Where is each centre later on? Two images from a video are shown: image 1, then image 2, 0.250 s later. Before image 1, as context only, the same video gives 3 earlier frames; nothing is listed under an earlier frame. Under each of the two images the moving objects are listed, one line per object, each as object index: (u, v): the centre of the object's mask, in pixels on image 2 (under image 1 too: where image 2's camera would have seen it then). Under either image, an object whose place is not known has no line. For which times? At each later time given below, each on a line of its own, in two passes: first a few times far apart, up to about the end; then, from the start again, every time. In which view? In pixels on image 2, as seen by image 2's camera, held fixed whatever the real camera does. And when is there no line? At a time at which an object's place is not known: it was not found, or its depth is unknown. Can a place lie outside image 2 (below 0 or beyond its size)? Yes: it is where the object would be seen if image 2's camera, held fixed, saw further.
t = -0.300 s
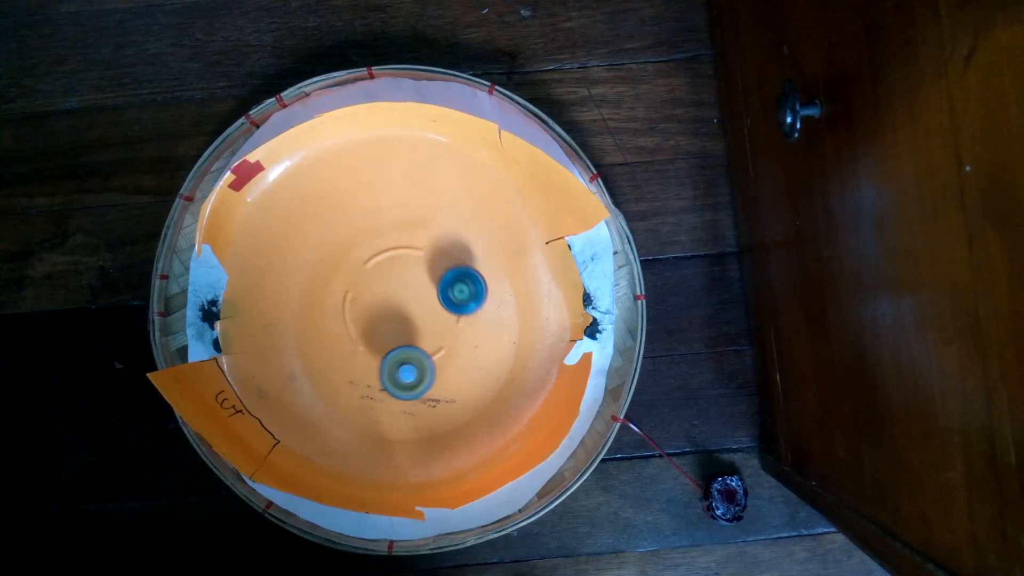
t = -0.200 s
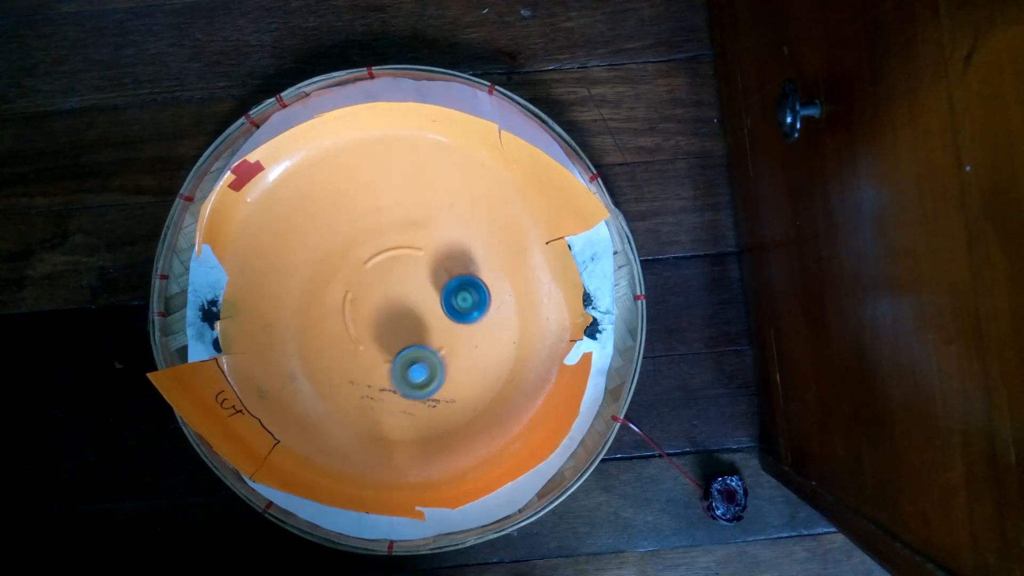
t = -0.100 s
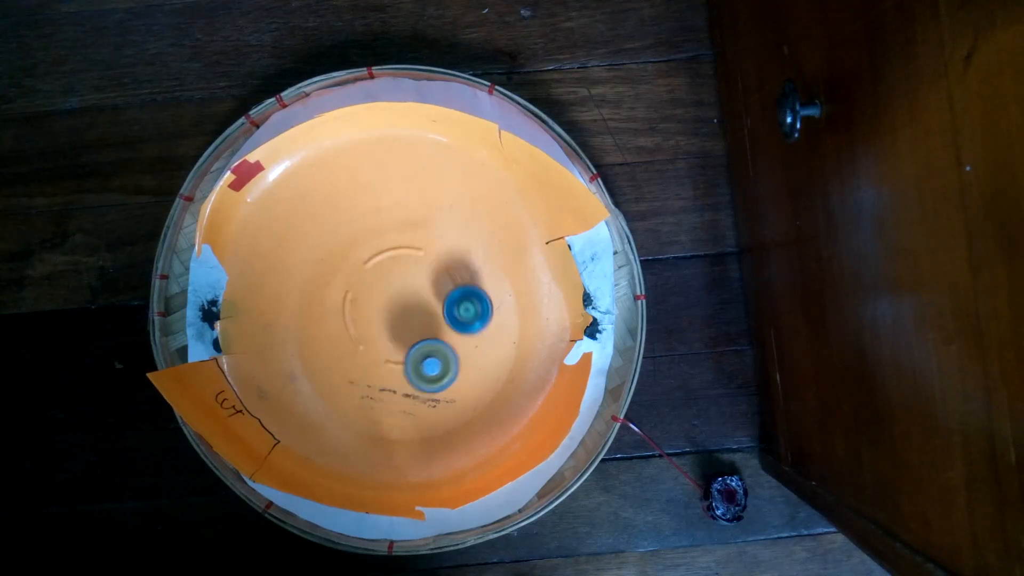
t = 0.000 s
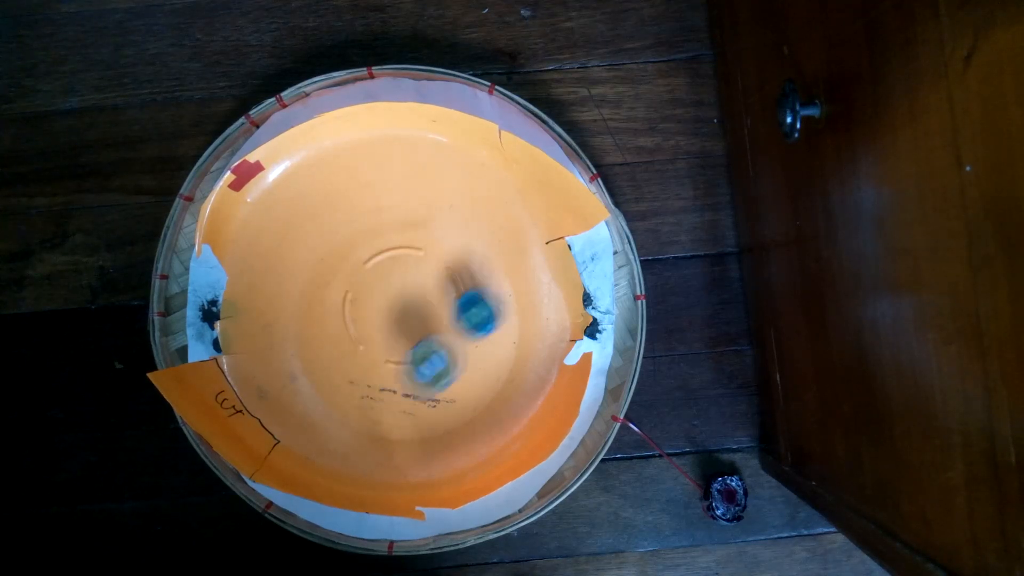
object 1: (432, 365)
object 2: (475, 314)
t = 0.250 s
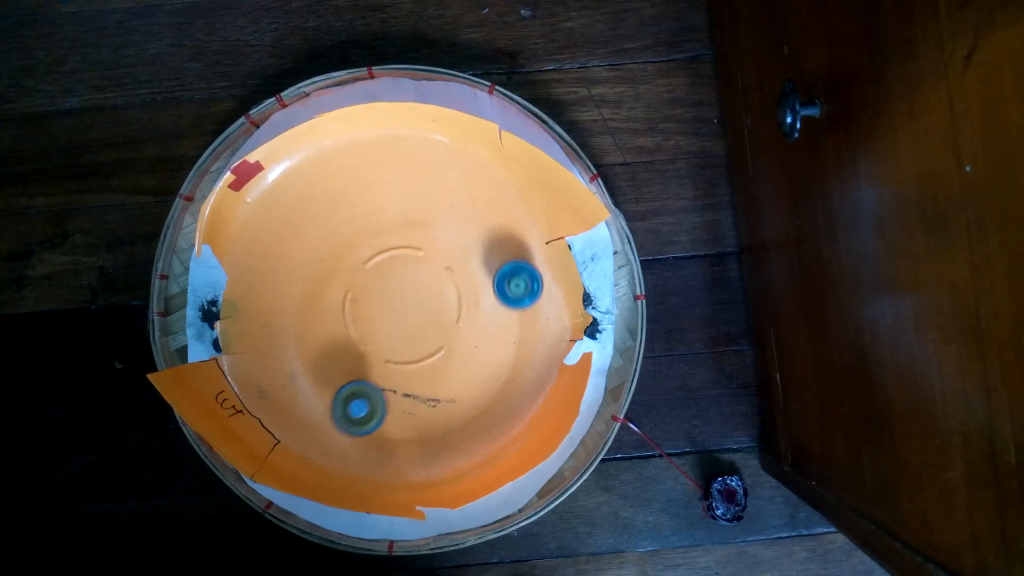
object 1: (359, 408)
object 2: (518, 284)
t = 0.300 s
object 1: (351, 413)
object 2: (518, 278)
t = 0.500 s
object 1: (339, 417)
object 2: (507, 254)
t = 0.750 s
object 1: (333, 376)
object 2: (475, 252)
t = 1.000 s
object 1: (321, 322)
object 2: (447, 263)
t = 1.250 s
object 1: (330, 263)
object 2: (414, 270)
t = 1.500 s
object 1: (353, 216)
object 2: (387, 277)
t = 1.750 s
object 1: (373, 205)
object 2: (376, 262)
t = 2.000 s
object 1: (414, 221)
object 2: (372, 264)
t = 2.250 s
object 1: (466, 249)
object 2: (385, 258)
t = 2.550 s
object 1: (510, 290)
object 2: (411, 255)
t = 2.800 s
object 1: (514, 328)
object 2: (438, 257)
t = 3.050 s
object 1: (506, 366)
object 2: (460, 264)
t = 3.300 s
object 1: (486, 392)
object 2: (466, 274)
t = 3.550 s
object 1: (460, 402)
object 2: (469, 294)
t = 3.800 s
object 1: (434, 390)
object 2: (467, 300)
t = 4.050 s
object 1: (416, 359)
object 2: (463, 291)
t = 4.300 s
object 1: (401, 314)
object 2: (458, 275)
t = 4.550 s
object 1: (396, 270)
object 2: (450, 253)
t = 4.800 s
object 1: (382, 234)
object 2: (459, 238)
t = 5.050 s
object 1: (366, 198)
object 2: (463, 223)
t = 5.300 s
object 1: (349, 203)
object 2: (452, 214)
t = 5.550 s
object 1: (361, 240)
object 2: (438, 227)
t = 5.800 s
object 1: (374, 247)
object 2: (431, 241)
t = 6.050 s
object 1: (340, 245)
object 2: (440, 255)
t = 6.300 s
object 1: (295, 256)
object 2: (449, 264)
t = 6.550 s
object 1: (266, 279)
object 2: (458, 265)
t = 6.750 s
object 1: (274, 300)
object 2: (452, 253)
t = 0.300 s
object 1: (351, 413)
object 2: (518, 278)
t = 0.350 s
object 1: (344, 416)
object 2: (516, 273)
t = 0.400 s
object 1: (337, 418)
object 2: (514, 266)
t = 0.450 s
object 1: (336, 418)
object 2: (511, 260)
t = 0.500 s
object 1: (339, 417)
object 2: (507, 254)
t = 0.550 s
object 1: (342, 413)
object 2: (501, 249)
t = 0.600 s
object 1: (340, 406)
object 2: (494, 247)
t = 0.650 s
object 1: (337, 397)
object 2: (487, 247)
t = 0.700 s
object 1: (334, 387)
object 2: (480, 248)
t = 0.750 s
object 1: (333, 376)
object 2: (475, 252)
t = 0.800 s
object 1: (331, 365)
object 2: (471, 256)
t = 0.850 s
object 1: (329, 354)
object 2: (467, 260)
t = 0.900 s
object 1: (326, 343)
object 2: (462, 263)
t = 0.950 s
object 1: (324, 332)
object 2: (455, 263)
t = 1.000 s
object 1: (321, 322)
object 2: (447, 263)
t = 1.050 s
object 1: (320, 310)
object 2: (440, 264)
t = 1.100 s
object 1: (322, 298)
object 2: (434, 265)
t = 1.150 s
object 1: (323, 287)
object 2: (427, 266)
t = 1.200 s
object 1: (326, 275)
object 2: (420, 268)
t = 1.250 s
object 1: (330, 263)
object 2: (414, 270)
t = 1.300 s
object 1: (335, 251)
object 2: (407, 272)
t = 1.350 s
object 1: (340, 241)
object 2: (401, 274)
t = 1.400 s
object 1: (345, 231)
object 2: (396, 275)
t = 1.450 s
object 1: (349, 223)
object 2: (392, 276)
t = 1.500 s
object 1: (353, 216)
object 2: (387, 277)
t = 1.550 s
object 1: (357, 210)
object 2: (384, 277)
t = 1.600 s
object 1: (361, 206)
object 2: (381, 275)
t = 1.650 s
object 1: (365, 204)
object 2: (379, 272)
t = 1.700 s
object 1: (369, 203)
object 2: (377, 268)
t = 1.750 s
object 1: (373, 205)
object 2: (376, 262)
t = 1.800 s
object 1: (378, 209)
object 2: (376, 260)
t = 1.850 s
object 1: (386, 212)
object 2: (372, 265)
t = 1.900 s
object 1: (394, 215)
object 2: (370, 265)
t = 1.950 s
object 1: (403, 219)
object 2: (370, 266)
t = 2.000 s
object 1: (414, 221)
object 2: (372, 264)
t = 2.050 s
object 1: (425, 224)
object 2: (375, 261)
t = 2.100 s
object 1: (436, 228)
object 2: (377, 261)
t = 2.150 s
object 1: (447, 235)
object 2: (377, 261)
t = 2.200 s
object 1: (456, 242)
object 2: (381, 259)
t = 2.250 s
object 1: (466, 249)
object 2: (385, 258)
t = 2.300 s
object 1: (475, 255)
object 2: (390, 257)
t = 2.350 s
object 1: (484, 262)
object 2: (395, 255)
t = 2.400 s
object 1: (491, 269)
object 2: (398, 255)
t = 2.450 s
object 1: (499, 276)
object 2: (401, 256)
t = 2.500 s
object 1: (505, 283)
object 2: (406, 255)
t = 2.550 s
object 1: (510, 290)
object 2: (411, 255)
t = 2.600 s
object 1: (512, 297)
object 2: (414, 258)
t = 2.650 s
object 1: (512, 303)
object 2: (420, 258)
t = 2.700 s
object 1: (513, 311)
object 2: (426, 257)
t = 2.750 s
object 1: (514, 319)
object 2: (433, 257)
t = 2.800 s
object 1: (514, 328)
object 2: (438, 257)
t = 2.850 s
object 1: (513, 336)
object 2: (443, 258)
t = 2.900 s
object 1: (512, 345)
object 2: (448, 259)
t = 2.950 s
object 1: (510, 352)
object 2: (452, 261)
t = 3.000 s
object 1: (508, 359)
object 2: (456, 263)
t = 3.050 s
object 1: (506, 366)
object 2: (460, 264)
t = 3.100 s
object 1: (502, 373)
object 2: (463, 266)
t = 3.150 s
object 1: (499, 378)
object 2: (464, 267)
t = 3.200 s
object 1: (495, 384)
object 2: (466, 269)
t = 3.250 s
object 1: (490, 388)
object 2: (466, 272)
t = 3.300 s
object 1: (486, 392)
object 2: (466, 274)
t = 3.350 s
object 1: (482, 395)
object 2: (466, 278)
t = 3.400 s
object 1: (477, 397)
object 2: (467, 282)
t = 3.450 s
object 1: (471, 400)
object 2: (467, 286)
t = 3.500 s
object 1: (466, 402)
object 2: (468, 290)
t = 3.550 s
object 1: (460, 402)
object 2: (469, 294)
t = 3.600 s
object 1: (455, 402)
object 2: (469, 296)
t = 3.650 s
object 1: (449, 400)
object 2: (469, 299)
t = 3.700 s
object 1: (444, 398)
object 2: (469, 300)
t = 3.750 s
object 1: (438, 395)
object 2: (468, 301)
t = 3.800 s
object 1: (434, 390)
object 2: (467, 300)
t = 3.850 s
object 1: (430, 385)
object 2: (464, 297)
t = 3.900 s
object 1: (426, 376)
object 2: (462, 294)
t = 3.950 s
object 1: (423, 368)
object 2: (463, 293)
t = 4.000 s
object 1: (420, 365)
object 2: (463, 292)
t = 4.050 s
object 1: (416, 359)
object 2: (463, 291)
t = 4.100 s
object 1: (413, 349)
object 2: (463, 290)
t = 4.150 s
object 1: (409, 339)
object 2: (461, 286)
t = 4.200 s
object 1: (407, 331)
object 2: (461, 282)
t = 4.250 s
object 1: (404, 323)
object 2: (459, 278)
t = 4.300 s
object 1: (401, 314)
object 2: (458, 275)
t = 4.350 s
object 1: (398, 306)
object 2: (457, 271)
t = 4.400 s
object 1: (397, 297)
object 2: (455, 267)
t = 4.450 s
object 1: (397, 288)
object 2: (453, 261)
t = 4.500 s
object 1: (398, 279)
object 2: (451, 257)
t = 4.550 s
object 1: (396, 270)
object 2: (450, 253)
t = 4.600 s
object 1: (391, 261)
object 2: (450, 250)
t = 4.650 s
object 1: (389, 252)
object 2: (451, 247)
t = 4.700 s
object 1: (386, 248)
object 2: (453, 244)
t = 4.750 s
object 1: (384, 241)
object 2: (456, 242)
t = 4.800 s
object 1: (382, 234)
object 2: (459, 238)
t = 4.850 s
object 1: (380, 224)
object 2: (461, 235)
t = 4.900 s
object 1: (379, 216)
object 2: (463, 231)
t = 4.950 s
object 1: (375, 209)
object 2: (463, 228)
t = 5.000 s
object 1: (371, 203)
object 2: (463, 225)
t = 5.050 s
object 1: (366, 198)
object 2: (463, 223)
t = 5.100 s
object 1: (362, 196)
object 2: (463, 220)
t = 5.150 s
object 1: (358, 195)
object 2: (461, 218)
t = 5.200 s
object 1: (355, 196)
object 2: (459, 217)
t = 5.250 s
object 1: (352, 198)
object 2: (456, 216)
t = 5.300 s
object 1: (349, 203)
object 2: (452, 214)
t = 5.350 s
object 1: (349, 210)
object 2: (448, 216)
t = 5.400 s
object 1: (349, 217)
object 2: (445, 219)
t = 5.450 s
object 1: (351, 226)
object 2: (443, 221)
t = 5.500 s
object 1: (355, 234)
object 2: (440, 224)
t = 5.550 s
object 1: (361, 240)
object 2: (438, 227)
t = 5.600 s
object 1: (366, 248)
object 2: (437, 231)
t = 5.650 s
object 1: (369, 255)
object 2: (437, 234)
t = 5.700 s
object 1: (370, 251)
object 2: (435, 237)
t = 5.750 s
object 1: (372, 247)
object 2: (433, 240)
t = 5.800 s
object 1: (374, 247)
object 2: (431, 241)
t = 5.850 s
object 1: (376, 246)
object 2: (428, 242)
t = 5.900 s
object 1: (366, 241)
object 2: (433, 246)
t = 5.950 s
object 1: (357, 241)
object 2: (435, 249)
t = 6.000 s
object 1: (349, 243)
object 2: (437, 250)
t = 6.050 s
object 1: (340, 245)
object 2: (440, 255)
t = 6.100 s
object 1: (332, 247)
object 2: (442, 258)
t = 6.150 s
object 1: (323, 247)
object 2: (442, 262)
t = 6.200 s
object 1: (314, 249)
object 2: (443, 265)
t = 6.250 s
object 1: (304, 252)
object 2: (447, 263)
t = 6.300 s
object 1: (295, 256)
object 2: (449, 264)
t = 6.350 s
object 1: (286, 260)
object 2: (453, 266)
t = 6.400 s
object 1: (279, 264)
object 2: (453, 268)
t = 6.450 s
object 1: (272, 269)
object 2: (451, 268)
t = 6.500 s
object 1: (268, 273)
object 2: (456, 266)
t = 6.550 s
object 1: (266, 279)
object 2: (458, 265)
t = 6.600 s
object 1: (265, 284)
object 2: (457, 263)
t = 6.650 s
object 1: (267, 289)
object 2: (455, 259)
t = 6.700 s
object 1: (270, 295)
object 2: (454, 257)
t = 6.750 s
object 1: (274, 300)
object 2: (452, 253)
